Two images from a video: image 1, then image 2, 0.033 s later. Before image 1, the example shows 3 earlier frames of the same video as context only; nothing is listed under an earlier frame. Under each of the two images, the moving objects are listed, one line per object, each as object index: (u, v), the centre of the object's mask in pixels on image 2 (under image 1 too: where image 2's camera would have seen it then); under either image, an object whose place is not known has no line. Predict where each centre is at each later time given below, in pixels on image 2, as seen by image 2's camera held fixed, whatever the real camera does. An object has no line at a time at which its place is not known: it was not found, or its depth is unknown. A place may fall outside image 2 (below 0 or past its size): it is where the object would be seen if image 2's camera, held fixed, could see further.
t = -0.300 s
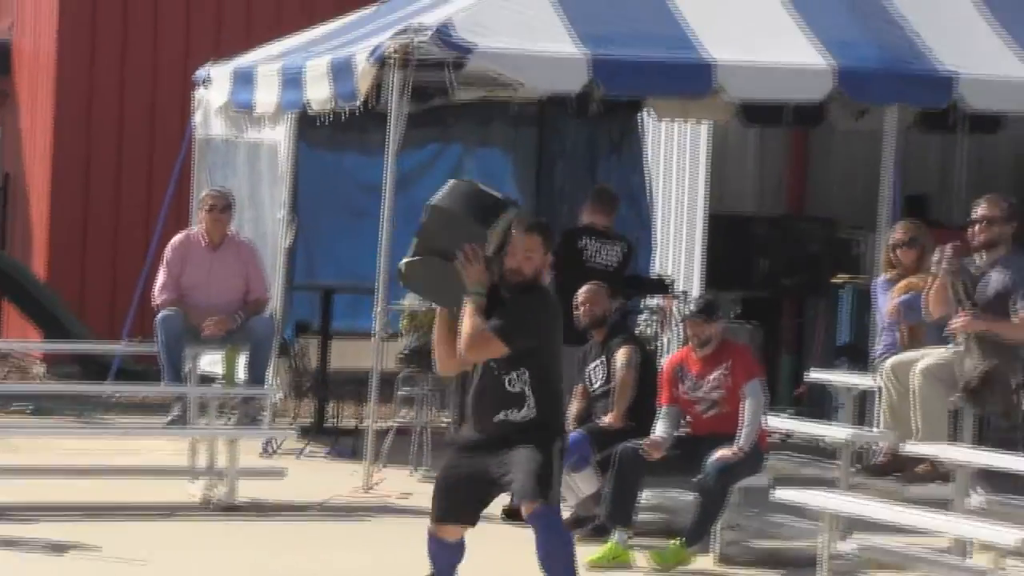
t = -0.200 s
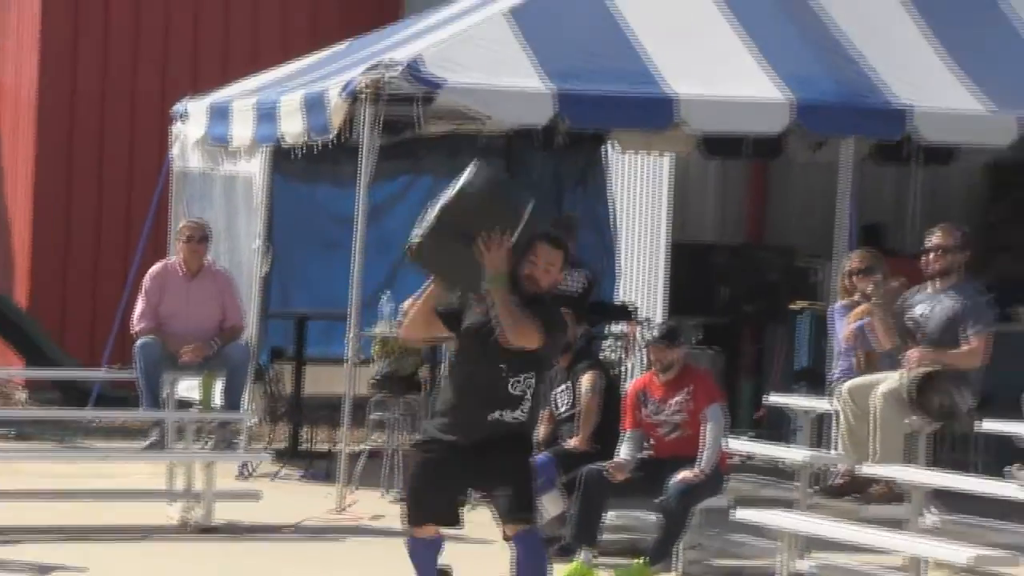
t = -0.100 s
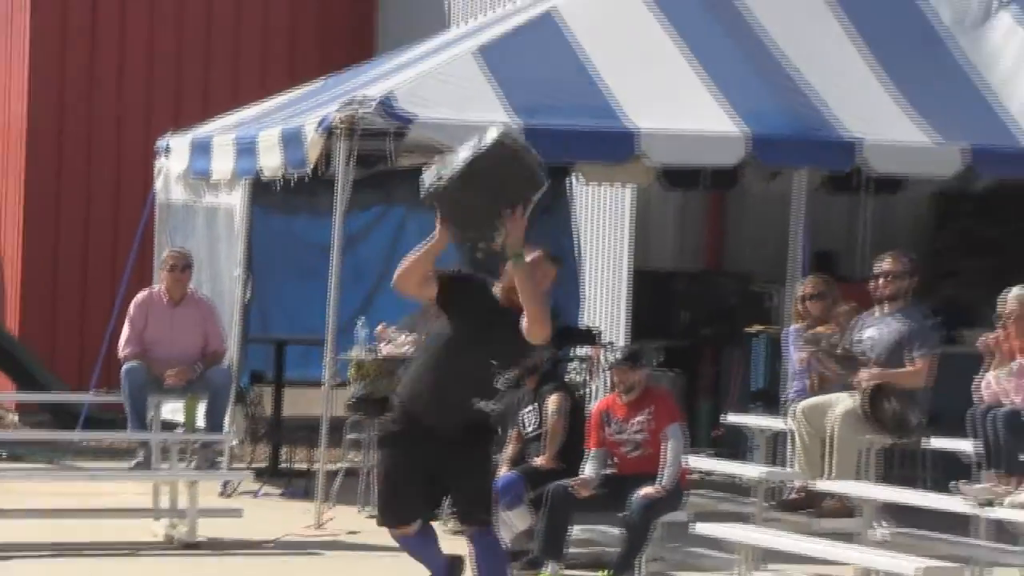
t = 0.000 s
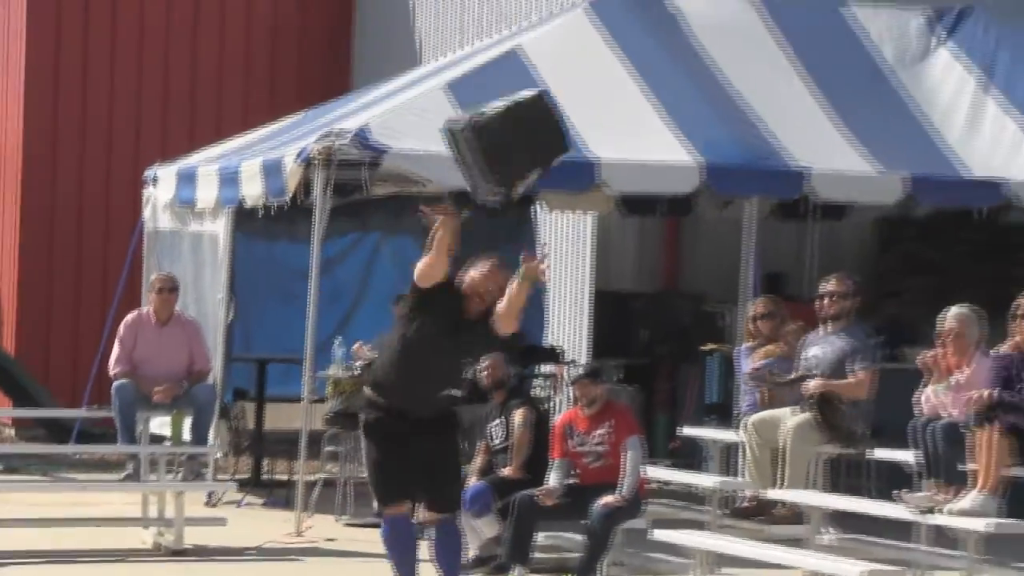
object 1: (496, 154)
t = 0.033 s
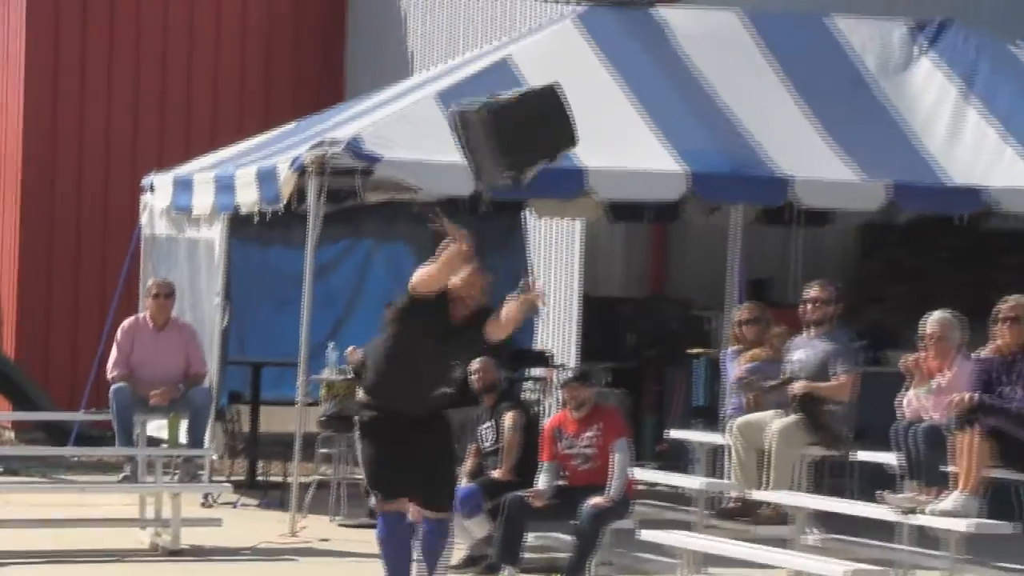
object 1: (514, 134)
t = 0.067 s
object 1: (532, 115)
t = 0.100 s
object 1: (549, 100)
